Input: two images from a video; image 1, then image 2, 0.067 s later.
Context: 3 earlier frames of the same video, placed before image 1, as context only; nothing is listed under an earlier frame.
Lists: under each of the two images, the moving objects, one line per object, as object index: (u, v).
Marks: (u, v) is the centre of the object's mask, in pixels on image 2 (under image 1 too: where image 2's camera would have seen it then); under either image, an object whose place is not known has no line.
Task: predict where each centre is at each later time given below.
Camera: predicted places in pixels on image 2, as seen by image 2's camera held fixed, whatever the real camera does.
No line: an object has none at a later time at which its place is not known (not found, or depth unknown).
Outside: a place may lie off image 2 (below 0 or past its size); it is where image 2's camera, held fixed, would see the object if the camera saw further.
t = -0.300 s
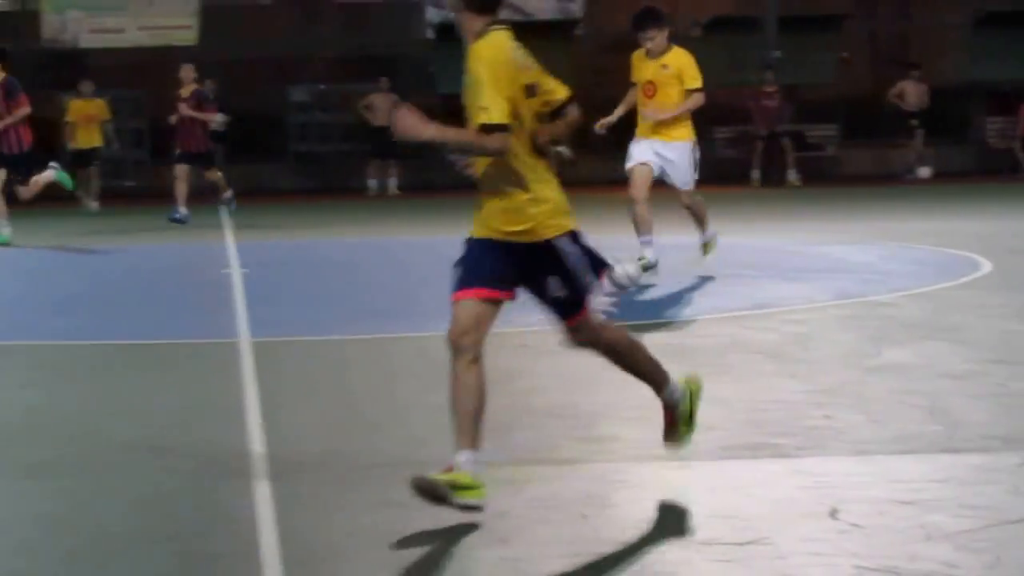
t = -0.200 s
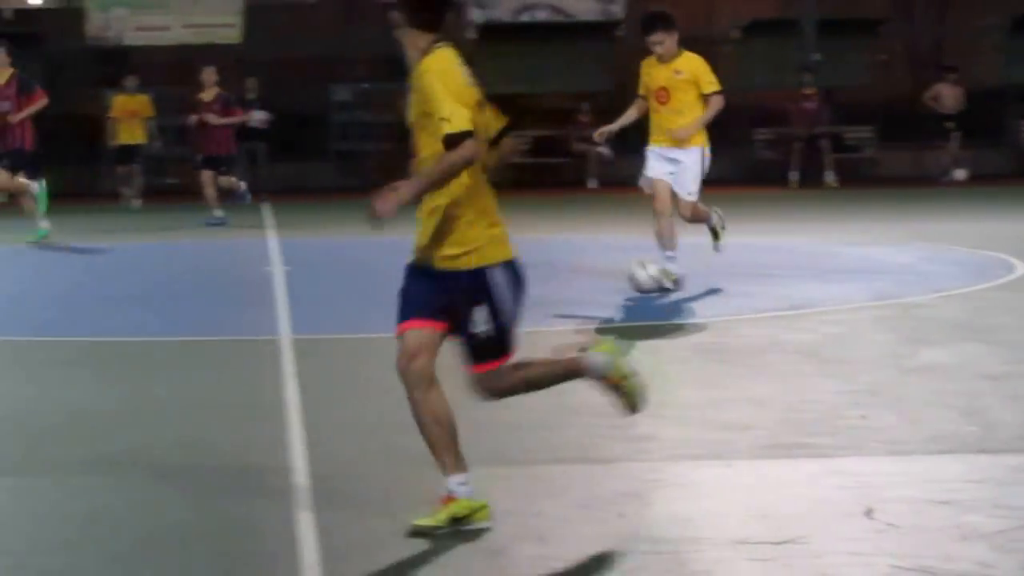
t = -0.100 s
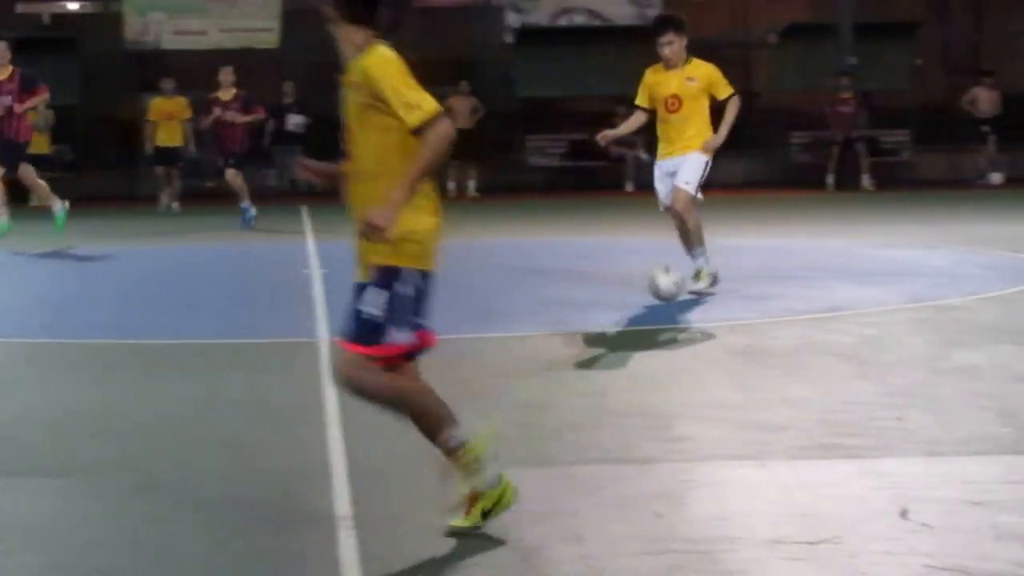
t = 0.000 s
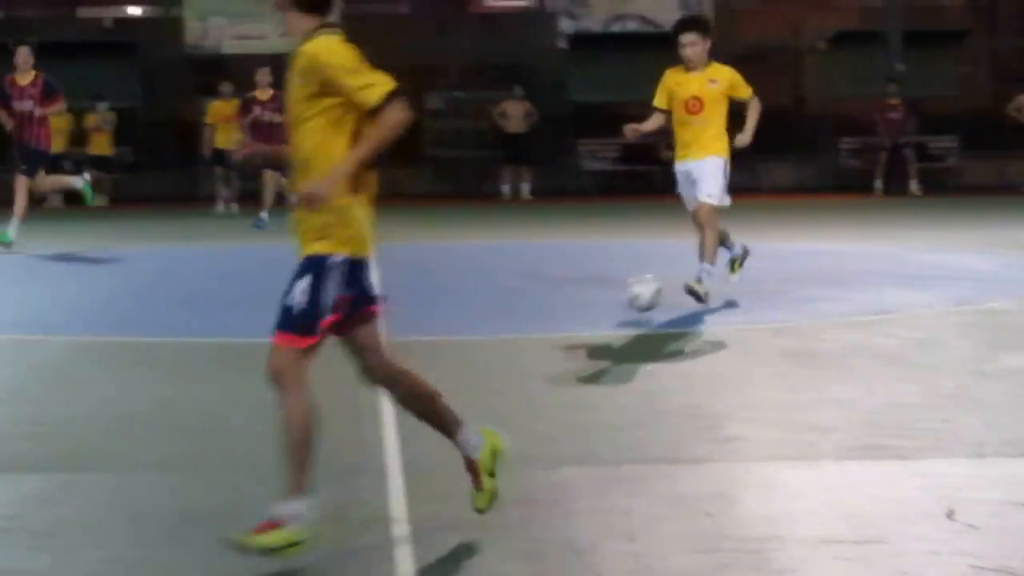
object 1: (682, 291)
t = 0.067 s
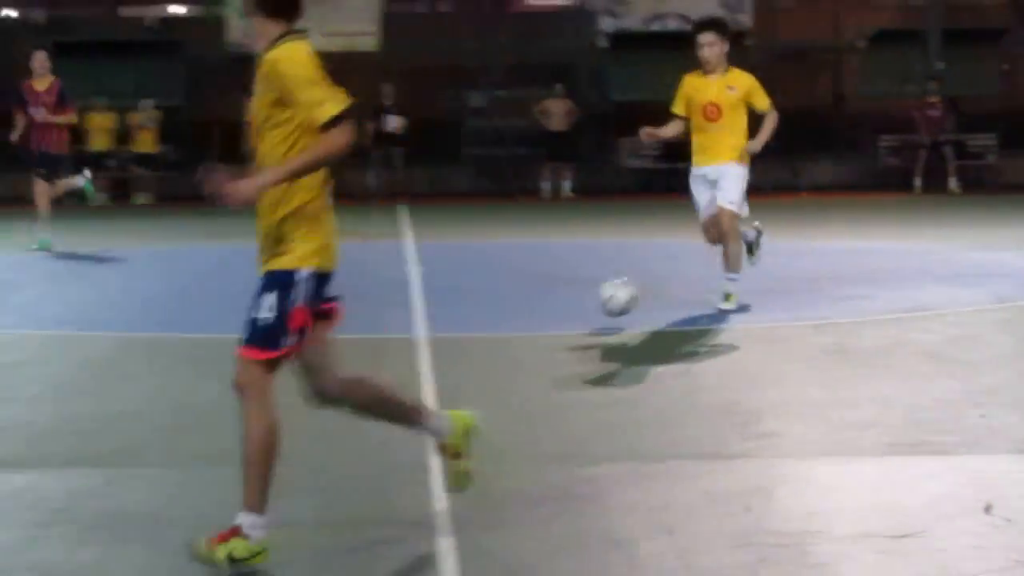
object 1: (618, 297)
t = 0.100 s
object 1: (583, 303)
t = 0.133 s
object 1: (546, 314)
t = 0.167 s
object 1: (511, 318)
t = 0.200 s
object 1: (484, 317)
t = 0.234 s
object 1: (454, 318)
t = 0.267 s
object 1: (421, 322)
